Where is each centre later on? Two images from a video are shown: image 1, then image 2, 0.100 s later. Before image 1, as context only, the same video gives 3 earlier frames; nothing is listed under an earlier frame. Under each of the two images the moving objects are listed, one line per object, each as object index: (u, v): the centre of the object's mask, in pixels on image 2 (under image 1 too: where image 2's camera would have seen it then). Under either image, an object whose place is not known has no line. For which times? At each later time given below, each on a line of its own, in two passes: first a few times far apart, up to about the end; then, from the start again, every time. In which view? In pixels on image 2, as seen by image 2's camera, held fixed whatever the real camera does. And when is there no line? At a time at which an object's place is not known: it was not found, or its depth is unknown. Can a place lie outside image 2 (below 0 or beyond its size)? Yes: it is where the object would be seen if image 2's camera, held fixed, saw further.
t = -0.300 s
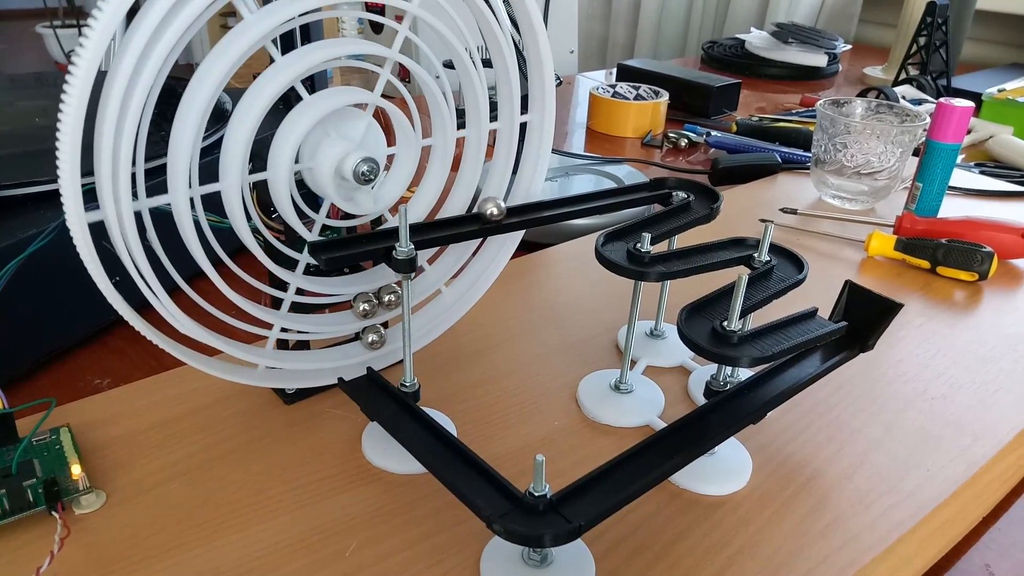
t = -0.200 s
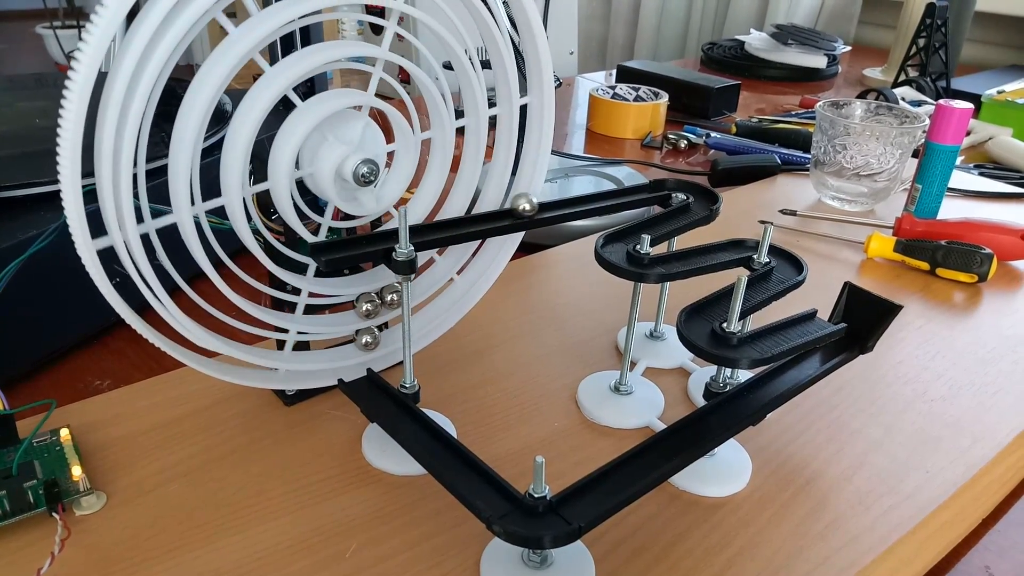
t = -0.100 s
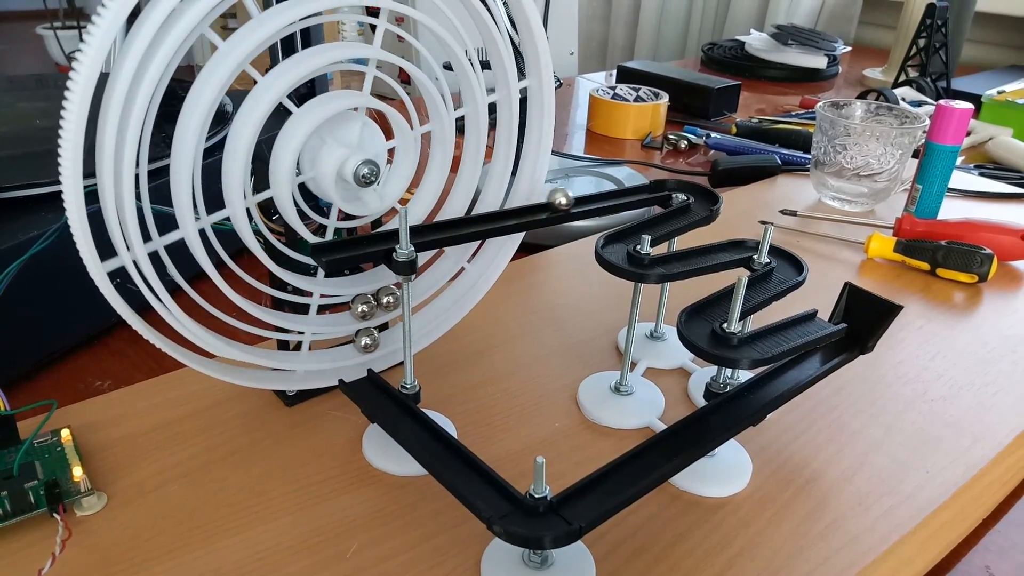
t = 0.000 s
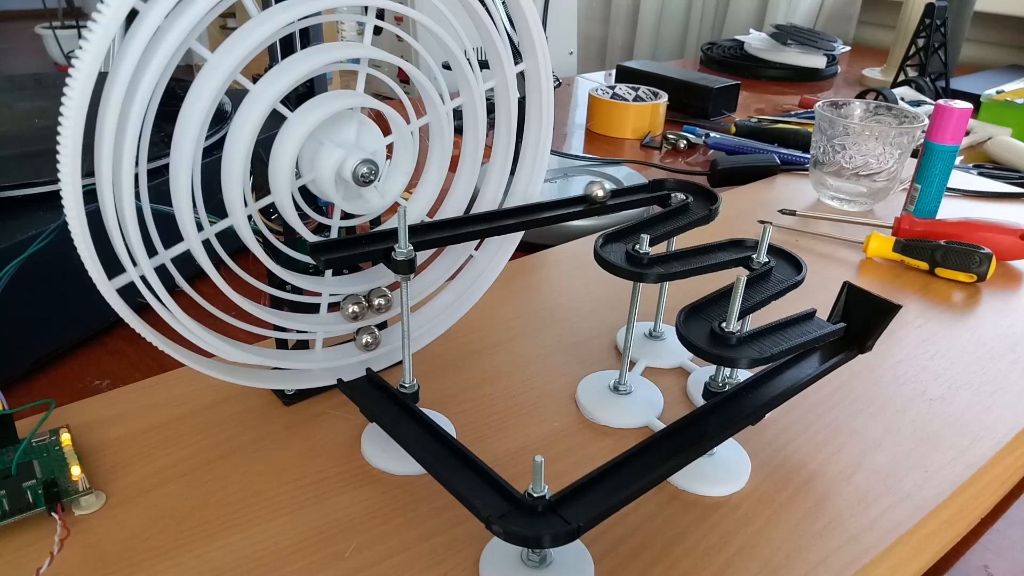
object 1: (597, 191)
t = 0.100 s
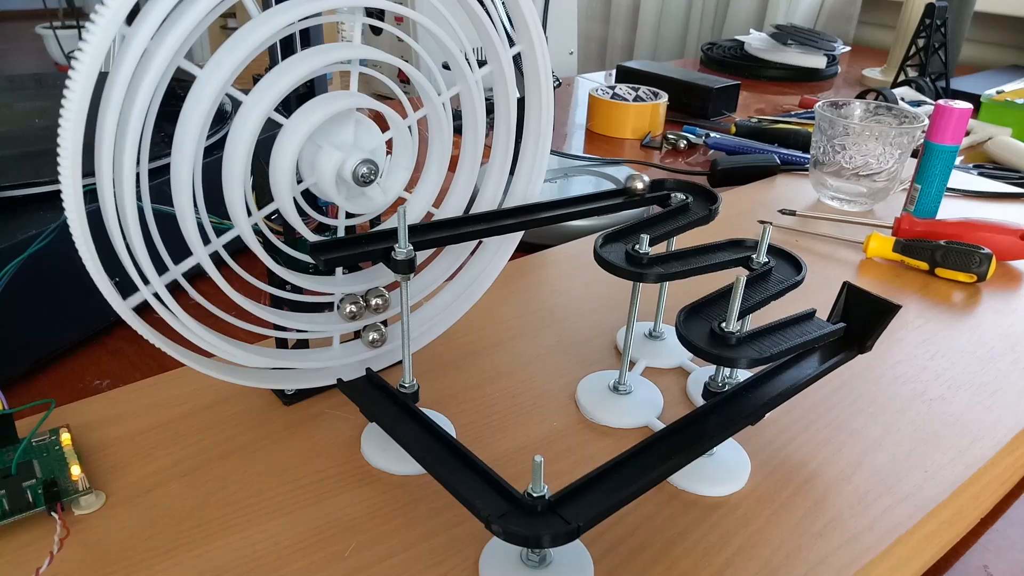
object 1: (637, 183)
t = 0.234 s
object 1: (690, 180)
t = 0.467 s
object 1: (679, 207)
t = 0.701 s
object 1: (613, 240)
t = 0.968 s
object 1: (698, 248)
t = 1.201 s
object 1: (791, 253)
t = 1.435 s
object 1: (733, 287)
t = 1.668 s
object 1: (745, 338)
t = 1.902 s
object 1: (808, 317)
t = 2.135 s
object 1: (847, 320)
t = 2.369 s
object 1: (850, 330)
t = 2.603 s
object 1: (849, 331)
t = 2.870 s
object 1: (844, 339)
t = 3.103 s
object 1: (828, 349)
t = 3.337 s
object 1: (801, 362)
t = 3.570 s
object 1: (765, 380)
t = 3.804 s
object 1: (719, 409)
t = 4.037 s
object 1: (656, 448)
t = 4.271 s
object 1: (575, 498)
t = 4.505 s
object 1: (486, 478)
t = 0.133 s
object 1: (650, 181)
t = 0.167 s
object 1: (662, 176)
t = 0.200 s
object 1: (675, 178)
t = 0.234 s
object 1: (690, 180)
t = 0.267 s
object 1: (701, 185)
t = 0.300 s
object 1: (706, 192)
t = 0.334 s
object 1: (705, 195)
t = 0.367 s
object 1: (702, 197)
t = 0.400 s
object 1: (695, 200)
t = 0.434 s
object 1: (687, 204)
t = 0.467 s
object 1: (679, 207)
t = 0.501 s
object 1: (670, 212)
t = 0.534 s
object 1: (659, 215)
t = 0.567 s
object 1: (649, 219)
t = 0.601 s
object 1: (638, 224)
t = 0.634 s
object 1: (627, 229)
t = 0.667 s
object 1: (615, 234)
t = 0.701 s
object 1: (613, 240)
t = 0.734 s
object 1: (618, 246)
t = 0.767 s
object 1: (630, 252)
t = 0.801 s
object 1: (646, 255)
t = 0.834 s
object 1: (661, 255)
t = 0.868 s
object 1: (669, 253)
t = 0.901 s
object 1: (678, 251)
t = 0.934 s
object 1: (688, 250)
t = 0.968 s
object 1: (698, 248)
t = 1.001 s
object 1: (708, 246)
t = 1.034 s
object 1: (720, 244)
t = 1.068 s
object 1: (730, 240)
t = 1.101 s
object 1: (742, 238)
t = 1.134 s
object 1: (755, 234)
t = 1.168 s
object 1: (780, 243)
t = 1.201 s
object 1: (791, 253)
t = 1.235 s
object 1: (792, 261)
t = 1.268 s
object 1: (785, 266)
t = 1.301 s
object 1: (776, 270)
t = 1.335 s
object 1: (767, 274)
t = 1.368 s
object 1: (758, 278)
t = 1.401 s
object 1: (752, 284)
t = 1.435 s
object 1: (733, 287)
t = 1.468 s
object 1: (720, 294)
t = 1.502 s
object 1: (710, 302)
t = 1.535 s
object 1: (697, 310)
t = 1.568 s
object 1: (698, 319)
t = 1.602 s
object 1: (710, 330)
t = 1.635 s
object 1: (729, 337)
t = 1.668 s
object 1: (745, 338)
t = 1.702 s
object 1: (759, 336)
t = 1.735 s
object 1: (766, 332)
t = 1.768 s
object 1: (774, 329)
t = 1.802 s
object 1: (782, 327)
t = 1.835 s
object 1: (790, 323)
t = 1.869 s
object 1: (798, 320)
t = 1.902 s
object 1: (808, 317)
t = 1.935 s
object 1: (817, 314)
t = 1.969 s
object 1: (827, 311)
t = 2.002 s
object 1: (837, 309)
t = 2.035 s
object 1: (845, 324)
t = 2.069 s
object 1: (840, 325)
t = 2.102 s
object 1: (840, 314)
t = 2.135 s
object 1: (847, 320)
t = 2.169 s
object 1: (853, 323)
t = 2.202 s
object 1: (849, 322)
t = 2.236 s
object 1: (852, 328)
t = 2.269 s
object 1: (851, 329)
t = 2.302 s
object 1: (851, 330)
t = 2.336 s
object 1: (850, 330)
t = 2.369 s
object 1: (850, 330)
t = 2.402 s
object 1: (850, 330)
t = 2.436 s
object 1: (850, 330)
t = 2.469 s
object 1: (849, 330)
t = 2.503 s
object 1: (850, 330)
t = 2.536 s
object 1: (850, 331)
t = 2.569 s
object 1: (850, 331)
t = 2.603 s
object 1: (849, 331)
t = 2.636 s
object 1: (849, 332)
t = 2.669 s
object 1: (849, 332)
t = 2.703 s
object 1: (849, 333)
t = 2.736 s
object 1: (849, 334)
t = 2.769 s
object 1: (848, 335)
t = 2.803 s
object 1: (847, 335)
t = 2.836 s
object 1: (846, 338)
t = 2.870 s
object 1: (844, 339)
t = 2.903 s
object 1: (843, 340)
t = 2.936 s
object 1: (841, 342)
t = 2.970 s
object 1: (838, 343)
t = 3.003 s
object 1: (835, 345)
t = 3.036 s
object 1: (833, 346)
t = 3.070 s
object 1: (830, 348)
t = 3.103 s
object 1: (828, 349)
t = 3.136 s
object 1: (824, 351)
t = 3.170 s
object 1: (821, 352)
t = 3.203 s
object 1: (817, 354)
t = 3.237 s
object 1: (814, 356)
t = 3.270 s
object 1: (809, 358)
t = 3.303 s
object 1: (806, 359)
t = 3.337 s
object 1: (801, 362)
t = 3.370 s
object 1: (797, 364)
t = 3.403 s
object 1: (792, 367)
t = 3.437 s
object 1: (787, 369)
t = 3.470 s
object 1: (782, 371)
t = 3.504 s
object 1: (777, 374)
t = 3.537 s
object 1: (771, 377)
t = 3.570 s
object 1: (765, 380)
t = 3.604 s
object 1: (759, 384)
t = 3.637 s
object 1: (753, 388)
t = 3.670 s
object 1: (747, 391)
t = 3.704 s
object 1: (741, 395)
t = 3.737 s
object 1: (733, 400)
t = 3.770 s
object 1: (726, 404)
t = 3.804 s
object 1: (719, 409)
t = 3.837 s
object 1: (710, 414)
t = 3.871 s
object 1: (702, 418)
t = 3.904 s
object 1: (693, 424)
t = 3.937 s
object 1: (684, 430)
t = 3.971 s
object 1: (676, 435)
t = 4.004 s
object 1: (666, 441)
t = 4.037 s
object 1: (656, 448)
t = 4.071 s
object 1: (645, 453)
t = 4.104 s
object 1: (634, 460)
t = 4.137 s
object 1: (623, 467)
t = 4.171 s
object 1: (611, 474)
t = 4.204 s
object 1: (599, 481)
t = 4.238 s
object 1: (587, 490)
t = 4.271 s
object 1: (575, 498)
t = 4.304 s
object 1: (560, 504)
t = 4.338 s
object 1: (545, 510)
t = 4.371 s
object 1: (528, 509)
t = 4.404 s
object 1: (514, 504)
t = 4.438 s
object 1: (503, 496)
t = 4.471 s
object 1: (495, 487)
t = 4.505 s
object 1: (486, 478)
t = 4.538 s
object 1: (476, 469)
